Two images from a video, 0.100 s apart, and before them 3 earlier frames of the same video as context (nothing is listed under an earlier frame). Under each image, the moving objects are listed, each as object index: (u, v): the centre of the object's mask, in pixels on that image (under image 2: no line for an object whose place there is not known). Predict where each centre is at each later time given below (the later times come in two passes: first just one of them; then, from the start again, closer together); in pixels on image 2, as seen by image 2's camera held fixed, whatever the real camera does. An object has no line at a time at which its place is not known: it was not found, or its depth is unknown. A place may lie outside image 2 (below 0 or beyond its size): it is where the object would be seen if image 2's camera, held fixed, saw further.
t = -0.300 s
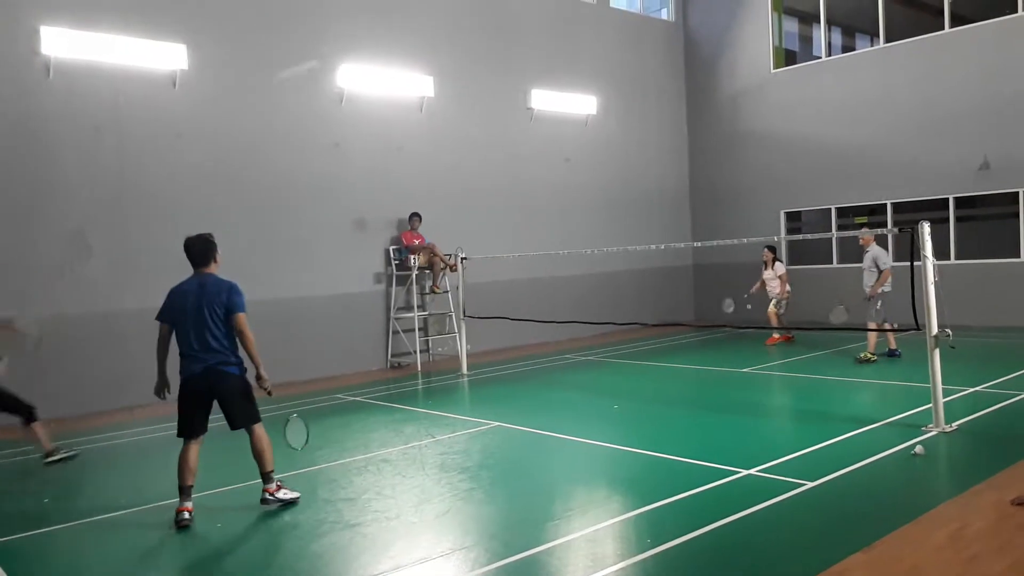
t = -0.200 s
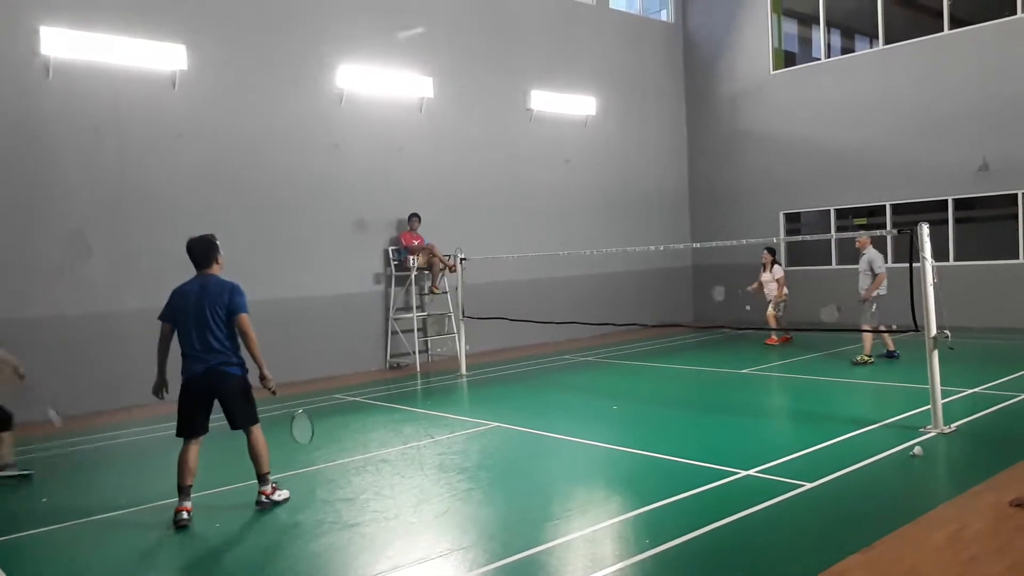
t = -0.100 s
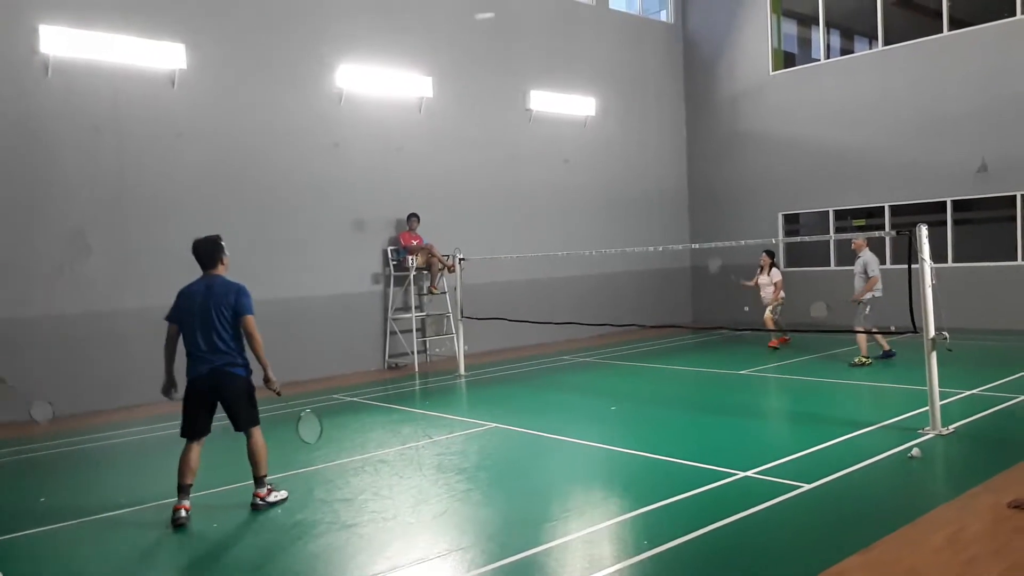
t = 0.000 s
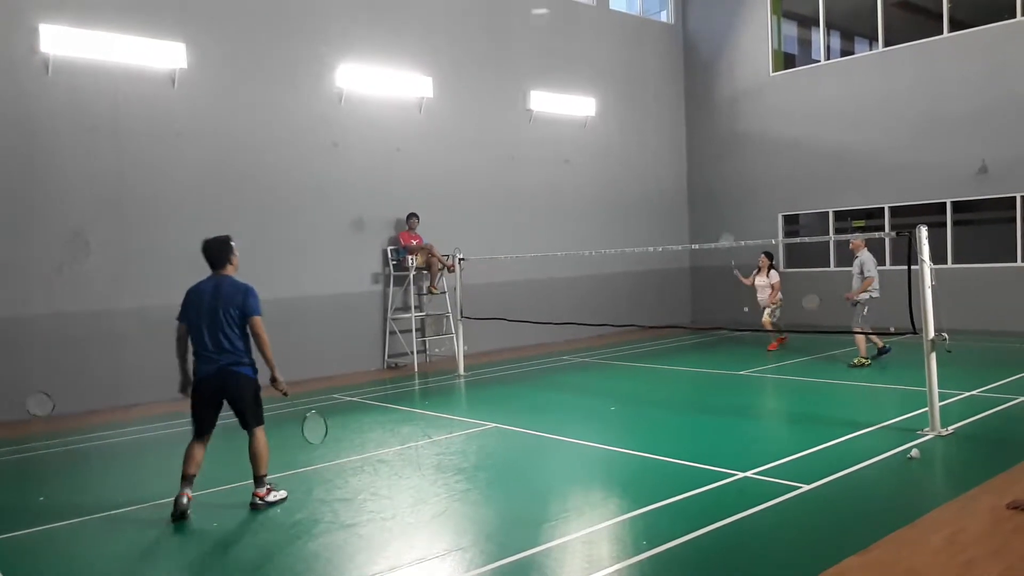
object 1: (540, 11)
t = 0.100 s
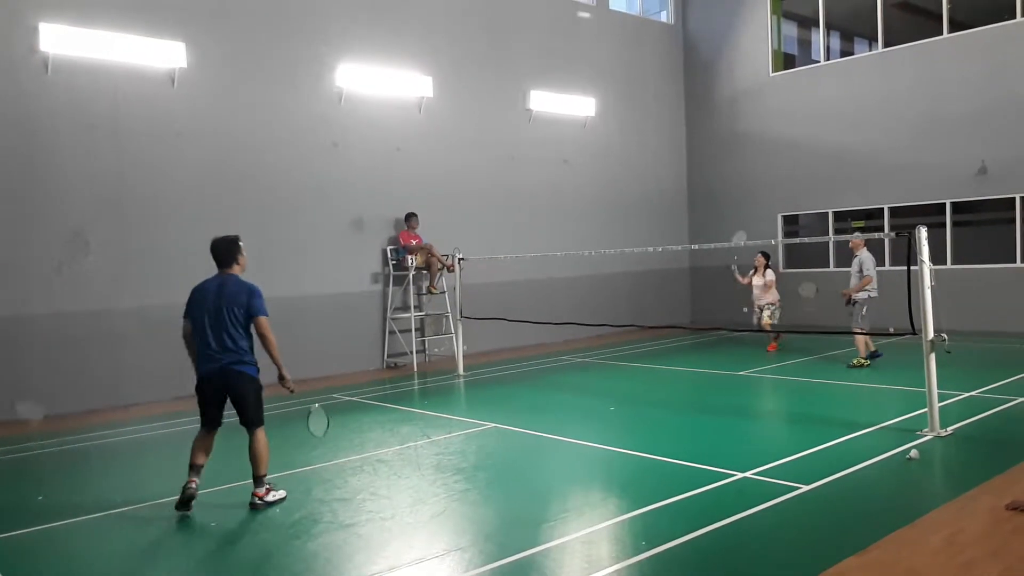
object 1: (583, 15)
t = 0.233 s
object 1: (630, 30)
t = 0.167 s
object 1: (608, 21)
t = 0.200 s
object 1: (620, 25)
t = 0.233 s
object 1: (630, 30)
